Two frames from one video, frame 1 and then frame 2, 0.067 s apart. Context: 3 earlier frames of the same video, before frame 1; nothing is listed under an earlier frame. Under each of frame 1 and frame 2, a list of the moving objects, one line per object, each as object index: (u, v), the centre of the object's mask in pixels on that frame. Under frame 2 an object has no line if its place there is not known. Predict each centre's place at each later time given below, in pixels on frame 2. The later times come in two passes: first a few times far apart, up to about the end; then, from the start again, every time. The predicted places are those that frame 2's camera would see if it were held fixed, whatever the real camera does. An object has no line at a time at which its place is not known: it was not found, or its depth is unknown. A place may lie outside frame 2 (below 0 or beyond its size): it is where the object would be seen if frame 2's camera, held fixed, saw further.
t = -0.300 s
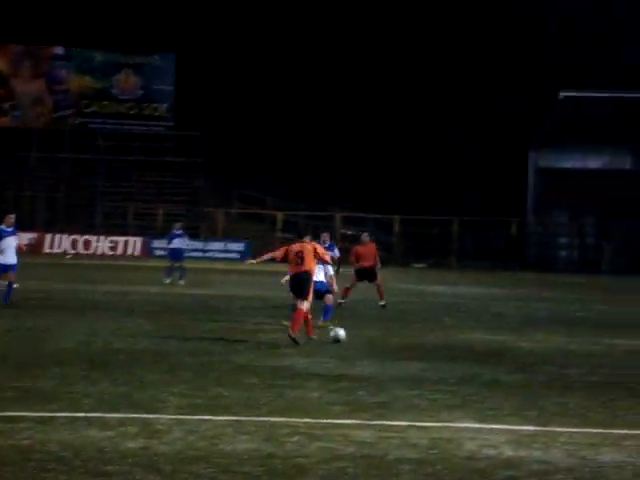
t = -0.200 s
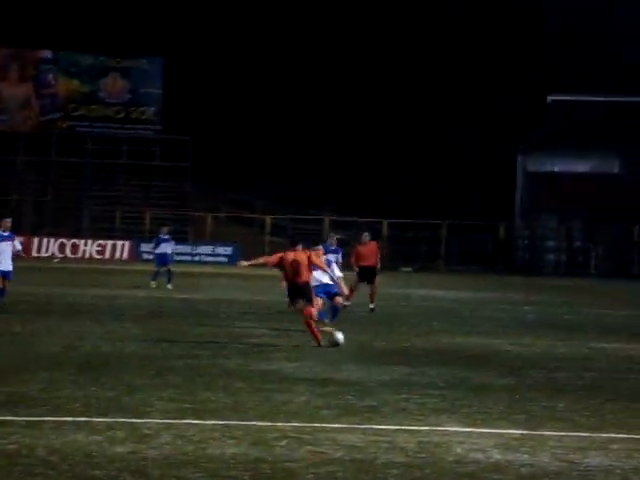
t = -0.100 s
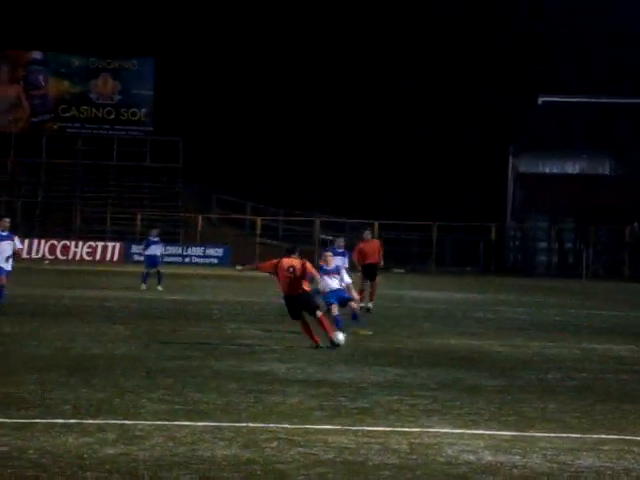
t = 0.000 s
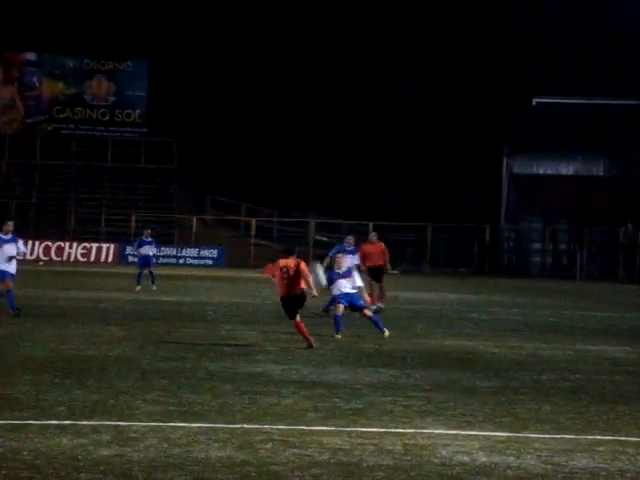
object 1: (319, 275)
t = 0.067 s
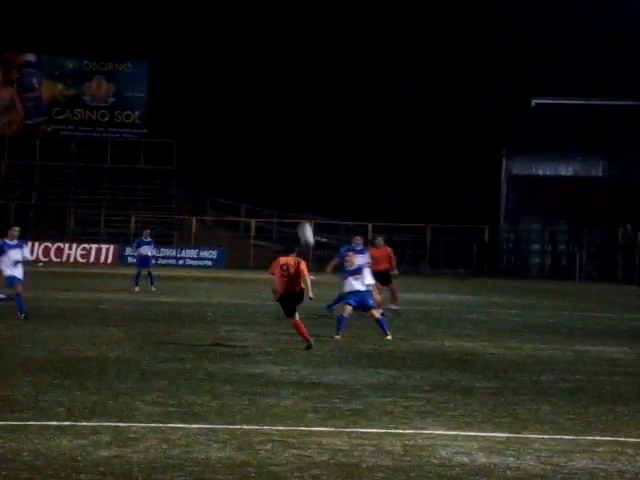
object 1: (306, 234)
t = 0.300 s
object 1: (274, 120)
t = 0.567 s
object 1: (248, 35)
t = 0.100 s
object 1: (300, 215)
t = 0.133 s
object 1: (295, 196)
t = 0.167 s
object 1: (290, 179)
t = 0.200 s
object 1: (286, 164)
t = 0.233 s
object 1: (281, 148)
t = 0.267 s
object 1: (278, 134)
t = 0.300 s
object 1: (274, 120)
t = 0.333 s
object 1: (270, 107)
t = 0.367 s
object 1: (266, 95)
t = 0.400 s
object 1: (263, 83)
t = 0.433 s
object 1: (259, 72)
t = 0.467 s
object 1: (257, 62)
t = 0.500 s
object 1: (254, 53)
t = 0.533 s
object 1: (250, 44)
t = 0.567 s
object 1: (248, 35)
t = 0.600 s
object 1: (245, 28)
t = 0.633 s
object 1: (243, 20)
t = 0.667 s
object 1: (240, 13)
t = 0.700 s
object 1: (238, 7)
